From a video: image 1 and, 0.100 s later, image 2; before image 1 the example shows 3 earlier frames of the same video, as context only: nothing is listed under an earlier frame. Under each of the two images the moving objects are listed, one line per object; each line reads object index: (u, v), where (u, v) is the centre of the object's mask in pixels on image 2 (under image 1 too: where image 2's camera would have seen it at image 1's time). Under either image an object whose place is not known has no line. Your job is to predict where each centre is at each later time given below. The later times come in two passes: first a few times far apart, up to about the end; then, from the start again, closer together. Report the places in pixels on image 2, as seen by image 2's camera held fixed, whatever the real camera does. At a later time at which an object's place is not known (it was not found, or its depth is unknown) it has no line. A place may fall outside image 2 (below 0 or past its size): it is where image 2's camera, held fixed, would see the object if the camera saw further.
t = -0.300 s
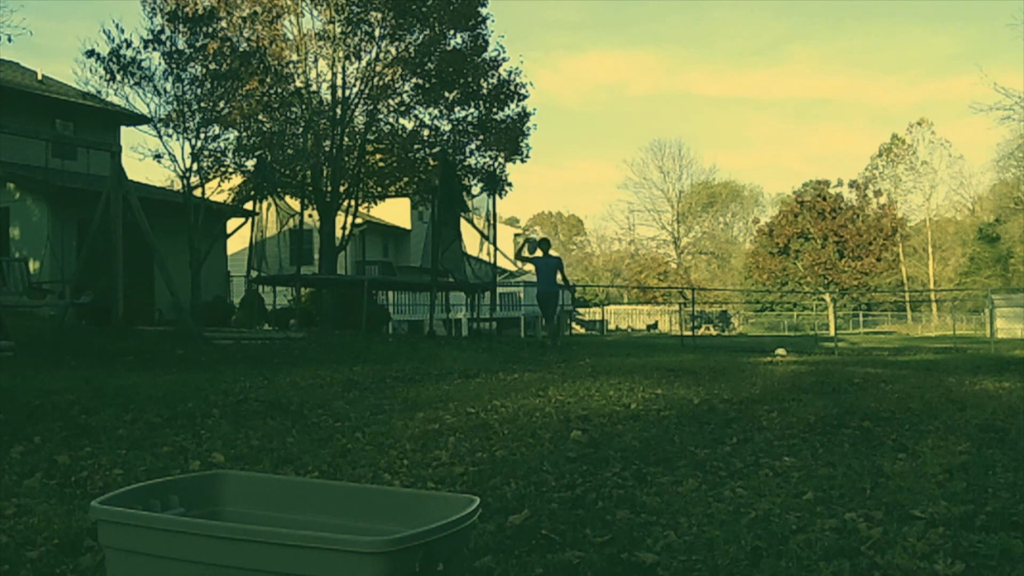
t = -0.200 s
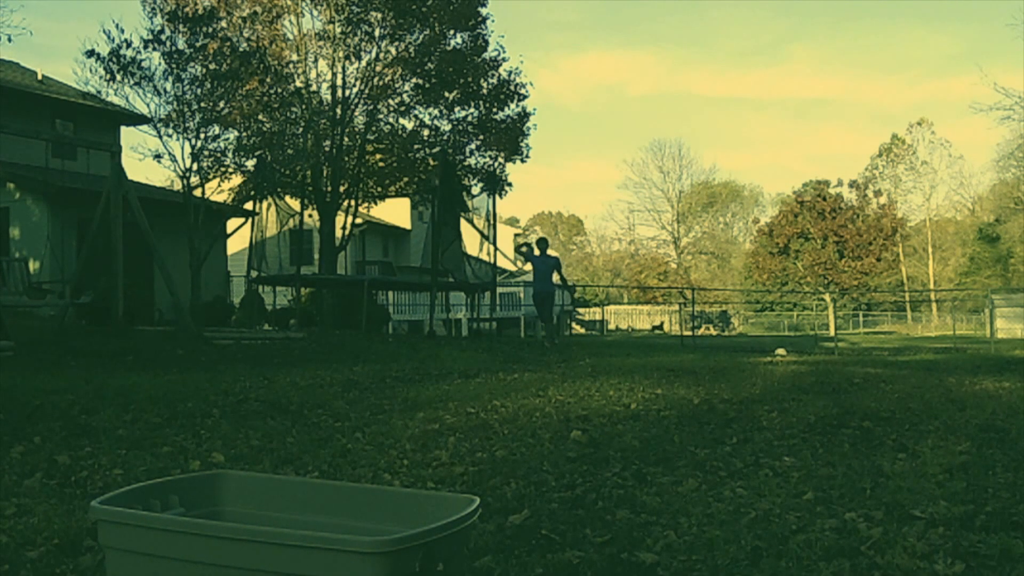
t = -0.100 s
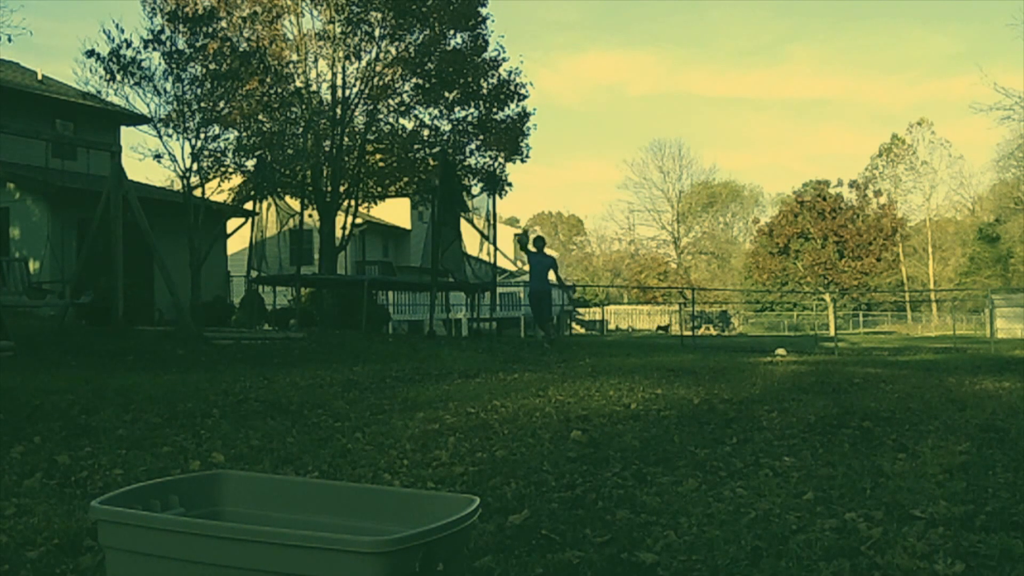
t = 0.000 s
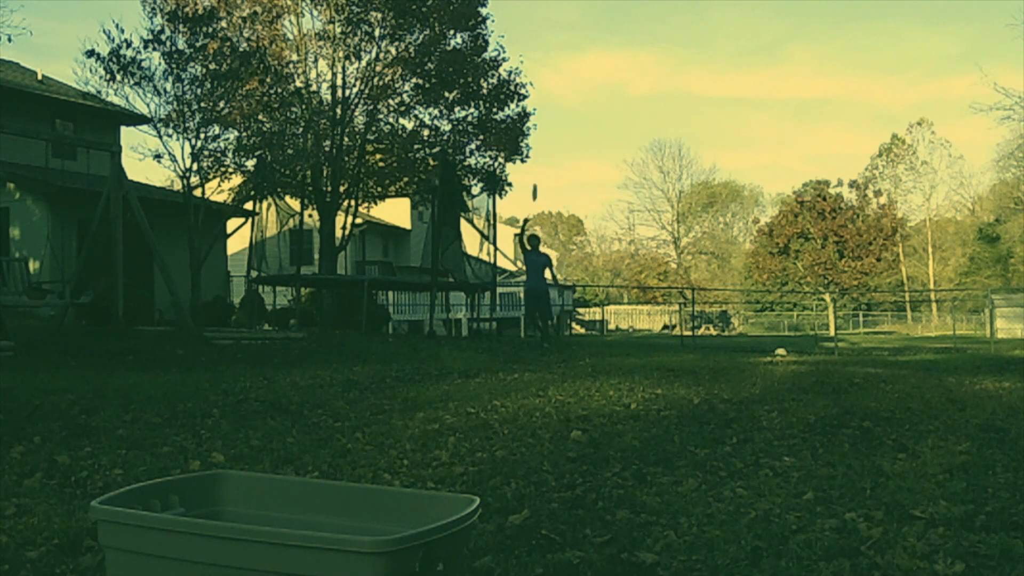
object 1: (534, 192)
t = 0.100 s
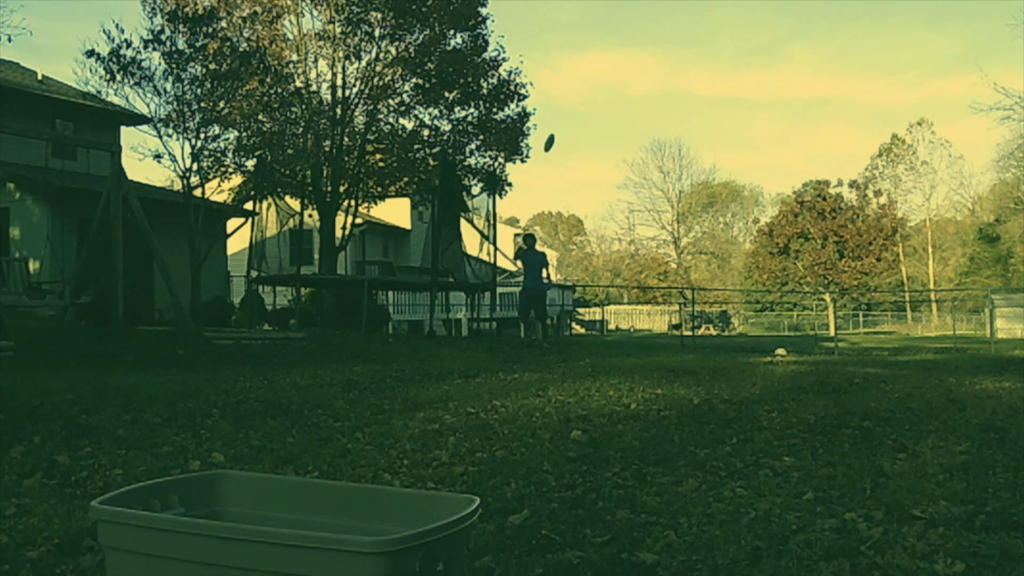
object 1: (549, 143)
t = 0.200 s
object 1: (565, 96)
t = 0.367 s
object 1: (592, 25)
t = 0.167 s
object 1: (559, 112)
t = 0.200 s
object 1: (565, 96)
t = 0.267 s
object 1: (576, 66)
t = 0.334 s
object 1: (587, 38)
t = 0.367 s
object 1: (592, 25)
